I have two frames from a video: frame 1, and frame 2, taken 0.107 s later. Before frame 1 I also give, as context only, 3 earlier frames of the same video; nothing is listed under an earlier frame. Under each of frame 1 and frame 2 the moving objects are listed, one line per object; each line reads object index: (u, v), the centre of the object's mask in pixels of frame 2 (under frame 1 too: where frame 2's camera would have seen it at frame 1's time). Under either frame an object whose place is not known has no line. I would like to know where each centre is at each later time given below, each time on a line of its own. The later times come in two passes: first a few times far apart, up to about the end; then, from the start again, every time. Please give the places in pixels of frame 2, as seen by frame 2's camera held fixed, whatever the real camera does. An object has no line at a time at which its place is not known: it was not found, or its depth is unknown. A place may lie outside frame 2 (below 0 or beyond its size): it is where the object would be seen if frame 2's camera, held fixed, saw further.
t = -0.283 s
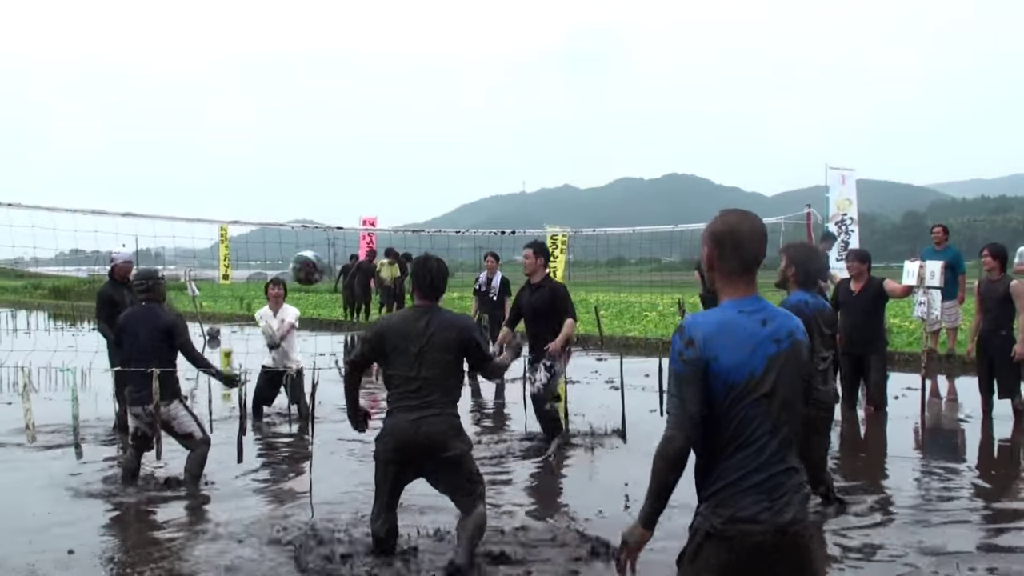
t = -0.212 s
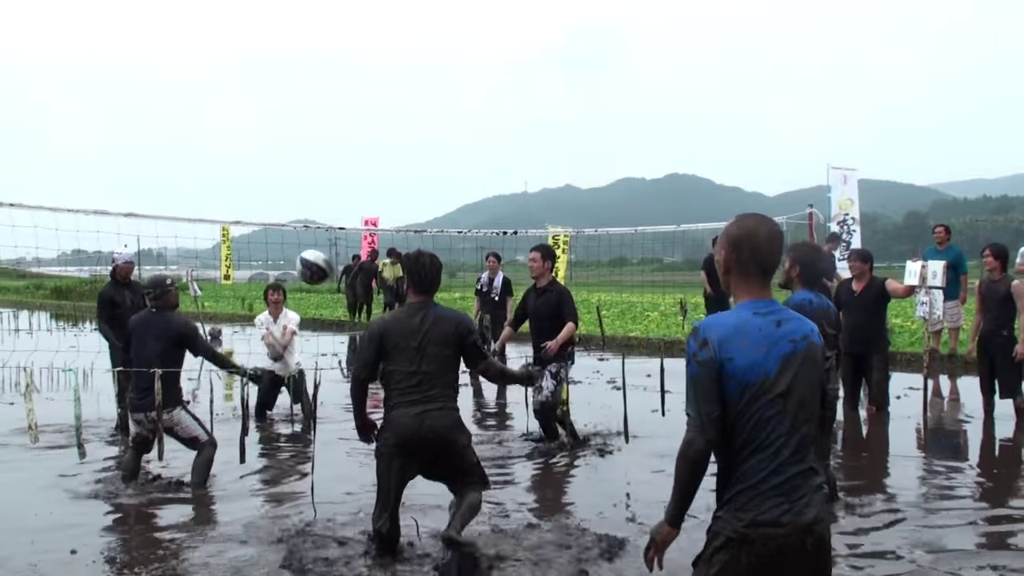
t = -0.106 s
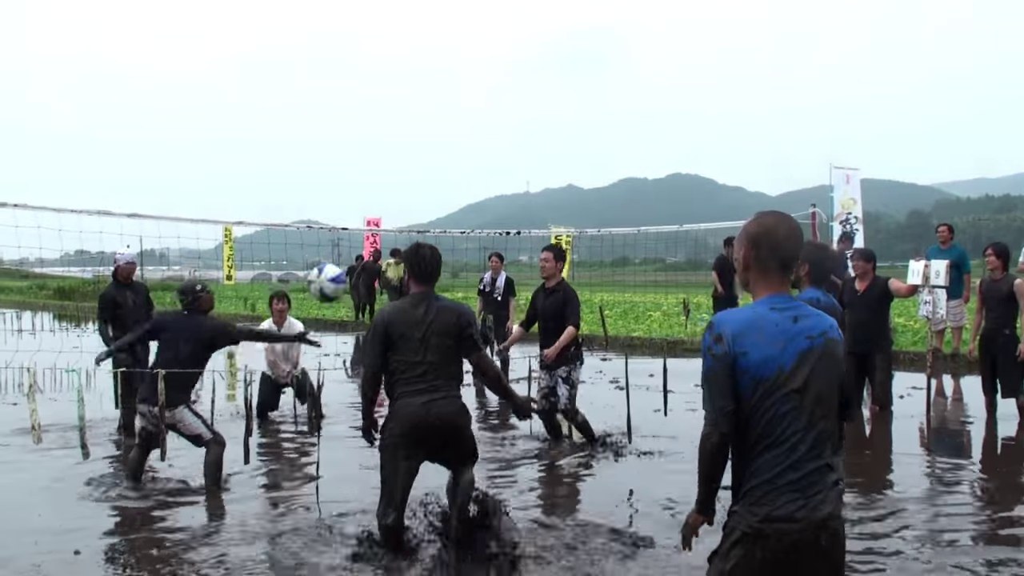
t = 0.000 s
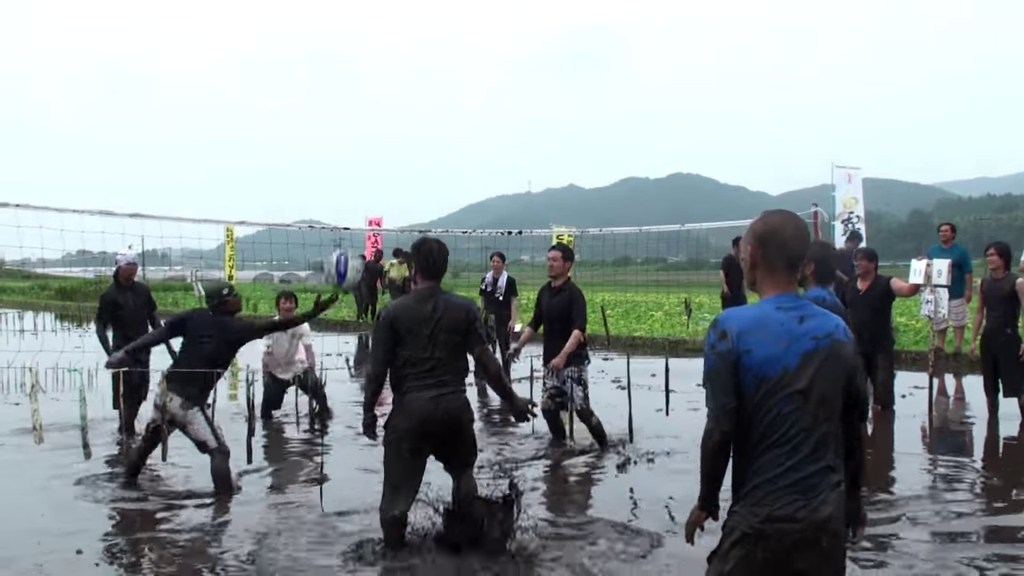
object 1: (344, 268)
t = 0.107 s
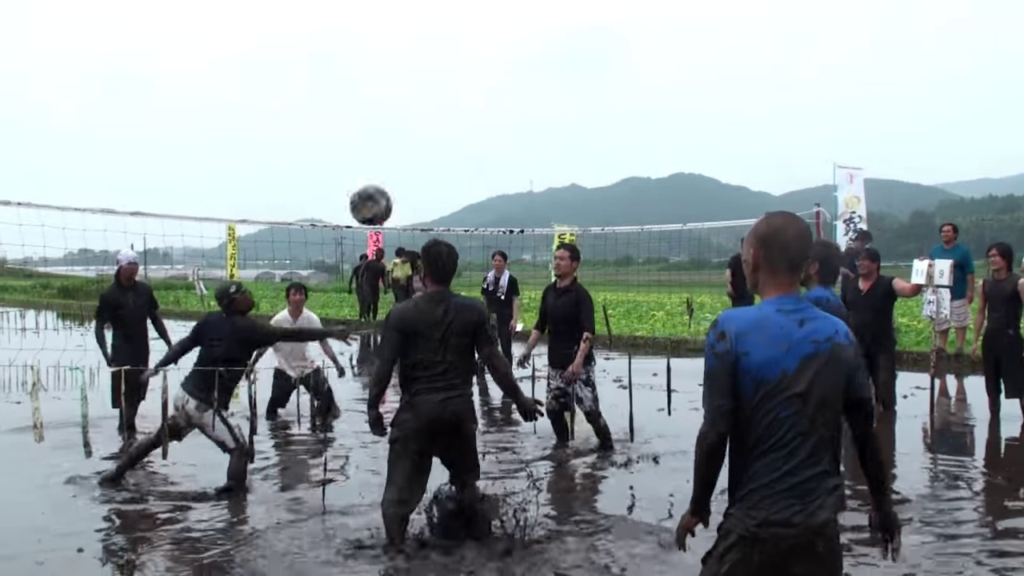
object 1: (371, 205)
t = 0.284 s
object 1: (417, 124)
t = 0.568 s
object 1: (526, 85)
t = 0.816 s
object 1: (637, 191)
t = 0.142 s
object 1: (380, 187)
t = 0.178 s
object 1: (388, 169)
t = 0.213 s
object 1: (397, 152)
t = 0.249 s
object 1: (407, 137)
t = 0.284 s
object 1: (417, 124)
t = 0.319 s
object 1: (428, 112)
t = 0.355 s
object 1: (439, 102)
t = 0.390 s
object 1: (450, 94)
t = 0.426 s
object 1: (461, 87)
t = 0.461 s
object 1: (486, 80)
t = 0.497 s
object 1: (498, 80)
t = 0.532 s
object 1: (513, 82)
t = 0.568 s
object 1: (526, 85)
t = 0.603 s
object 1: (541, 93)
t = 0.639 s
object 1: (556, 101)
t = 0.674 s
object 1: (571, 114)
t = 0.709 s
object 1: (586, 129)
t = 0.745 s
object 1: (603, 146)
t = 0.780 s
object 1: (620, 168)
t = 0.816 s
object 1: (637, 191)
